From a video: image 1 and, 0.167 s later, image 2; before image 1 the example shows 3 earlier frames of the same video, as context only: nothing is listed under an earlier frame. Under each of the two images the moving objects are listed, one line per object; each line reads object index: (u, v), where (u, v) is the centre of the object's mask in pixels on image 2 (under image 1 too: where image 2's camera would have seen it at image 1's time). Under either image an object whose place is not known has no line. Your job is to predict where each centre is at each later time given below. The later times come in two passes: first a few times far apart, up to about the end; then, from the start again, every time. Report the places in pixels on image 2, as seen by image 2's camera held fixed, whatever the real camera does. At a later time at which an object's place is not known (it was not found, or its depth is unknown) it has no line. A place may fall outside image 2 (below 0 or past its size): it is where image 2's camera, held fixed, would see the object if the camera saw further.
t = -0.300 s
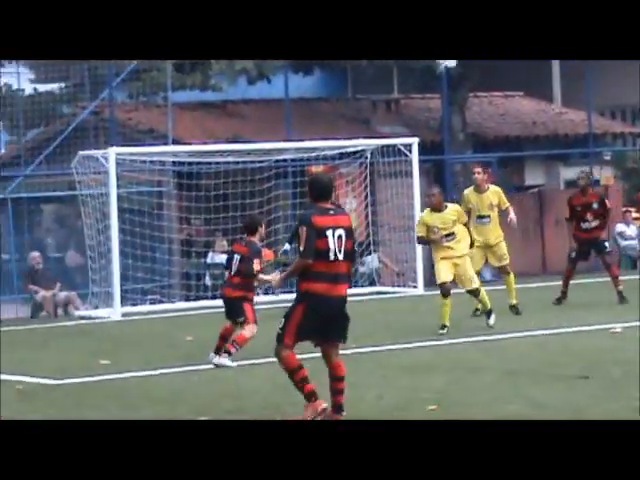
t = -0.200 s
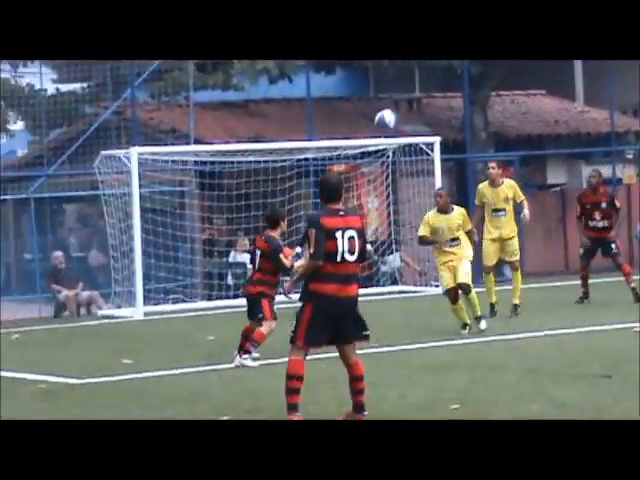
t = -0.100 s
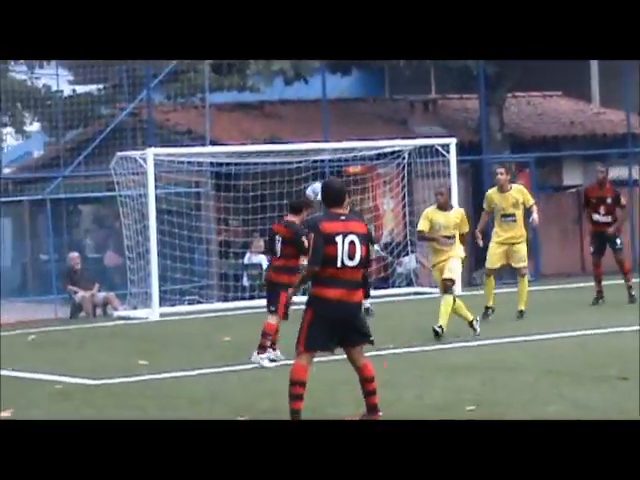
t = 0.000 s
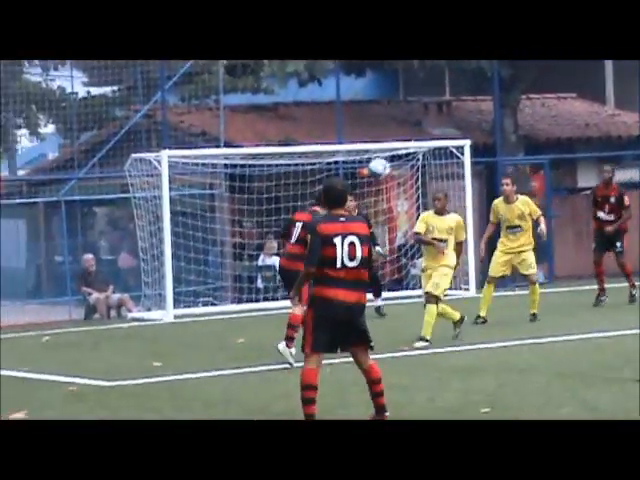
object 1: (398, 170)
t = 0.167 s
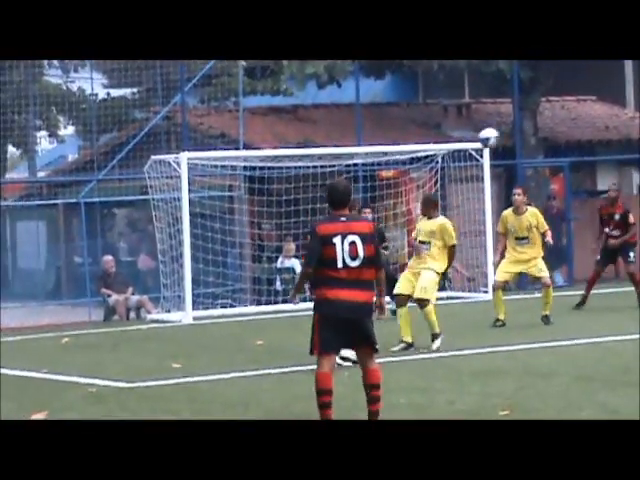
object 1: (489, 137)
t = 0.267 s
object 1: (536, 132)
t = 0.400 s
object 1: (593, 138)
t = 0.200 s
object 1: (505, 134)
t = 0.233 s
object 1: (521, 131)
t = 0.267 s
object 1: (536, 132)
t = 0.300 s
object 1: (551, 132)
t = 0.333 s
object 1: (565, 133)
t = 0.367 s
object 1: (578, 135)
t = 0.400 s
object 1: (593, 138)
